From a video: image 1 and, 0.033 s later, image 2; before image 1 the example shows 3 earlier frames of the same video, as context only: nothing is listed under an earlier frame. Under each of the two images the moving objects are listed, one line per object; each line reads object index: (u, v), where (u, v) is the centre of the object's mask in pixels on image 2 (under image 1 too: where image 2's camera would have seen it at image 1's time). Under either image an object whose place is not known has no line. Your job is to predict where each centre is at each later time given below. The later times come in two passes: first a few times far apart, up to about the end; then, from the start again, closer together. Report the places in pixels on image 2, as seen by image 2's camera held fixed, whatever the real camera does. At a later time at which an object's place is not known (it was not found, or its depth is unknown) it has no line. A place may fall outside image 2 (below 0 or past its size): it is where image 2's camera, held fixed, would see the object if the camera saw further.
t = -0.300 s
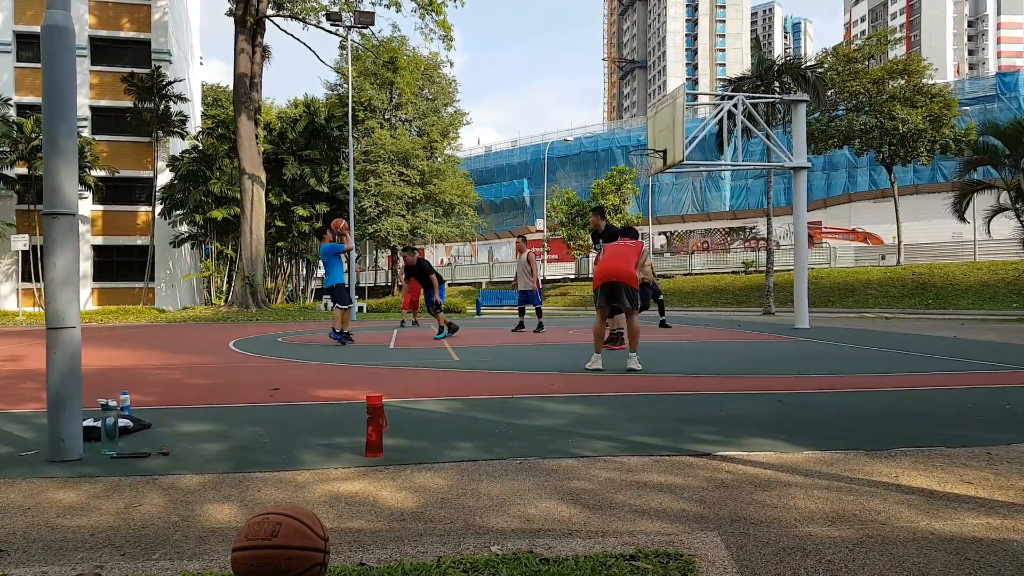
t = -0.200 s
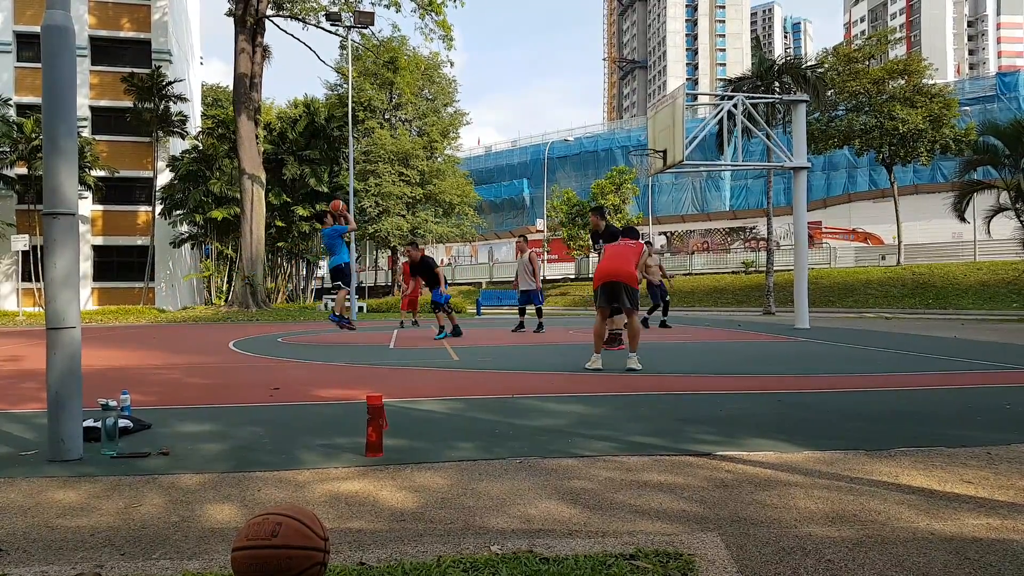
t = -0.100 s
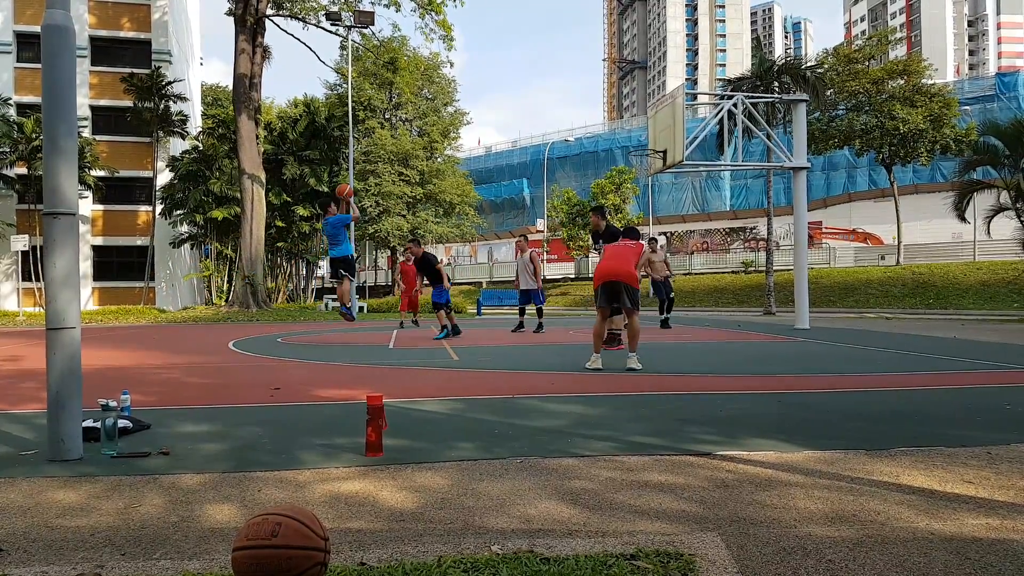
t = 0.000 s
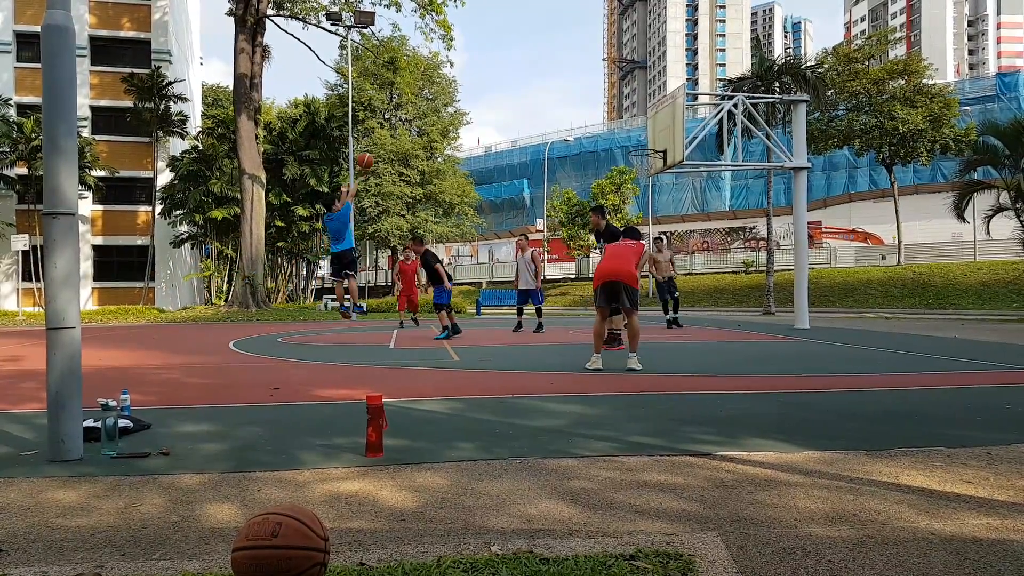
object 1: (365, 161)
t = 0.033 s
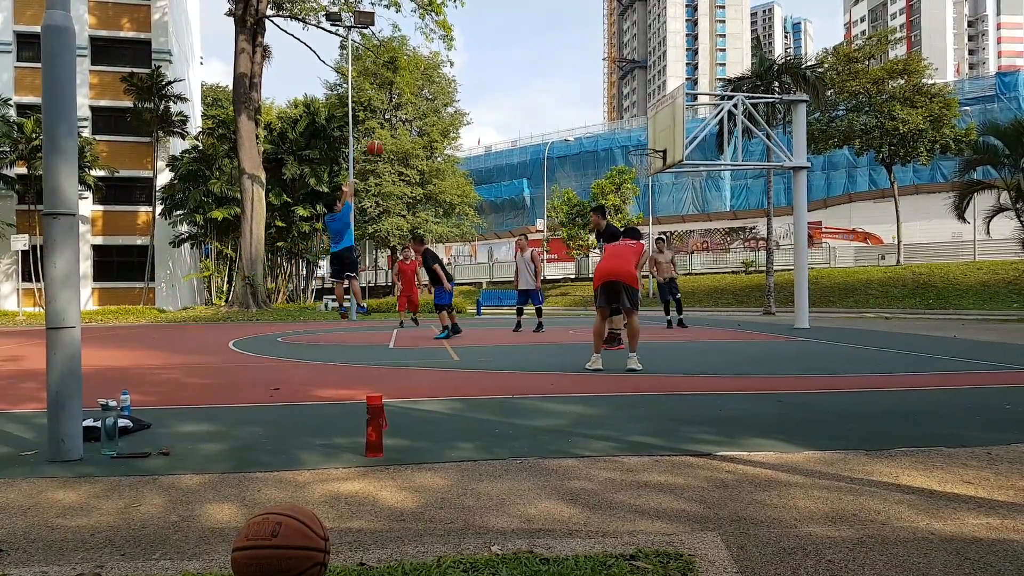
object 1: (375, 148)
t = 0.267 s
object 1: (443, 91)
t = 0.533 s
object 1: (514, 70)
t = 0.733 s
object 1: (562, 84)
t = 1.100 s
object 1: (637, 138)
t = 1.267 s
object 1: (655, 127)
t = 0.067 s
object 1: (385, 138)
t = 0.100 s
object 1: (395, 128)
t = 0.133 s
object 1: (405, 120)
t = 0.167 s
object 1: (415, 111)
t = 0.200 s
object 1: (425, 103)
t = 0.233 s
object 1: (433, 96)
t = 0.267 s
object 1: (443, 91)
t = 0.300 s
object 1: (452, 85)
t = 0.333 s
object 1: (461, 81)
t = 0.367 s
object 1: (470, 77)
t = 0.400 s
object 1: (479, 74)
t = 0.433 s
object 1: (488, 72)
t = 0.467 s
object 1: (496, 71)
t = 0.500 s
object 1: (505, 70)
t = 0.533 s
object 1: (514, 70)
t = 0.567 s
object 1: (522, 70)
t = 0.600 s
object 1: (530, 72)
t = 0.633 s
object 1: (538, 74)
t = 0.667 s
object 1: (546, 77)
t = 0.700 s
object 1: (554, 80)
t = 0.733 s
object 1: (562, 84)
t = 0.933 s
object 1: (607, 121)
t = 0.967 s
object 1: (615, 129)
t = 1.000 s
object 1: (622, 139)
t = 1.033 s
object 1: (629, 147)
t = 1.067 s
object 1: (633, 143)
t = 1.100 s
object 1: (637, 138)
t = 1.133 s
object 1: (641, 135)
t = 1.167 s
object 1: (644, 132)
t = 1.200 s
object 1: (648, 129)
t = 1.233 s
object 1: (652, 128)
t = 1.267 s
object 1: (655, 127)
